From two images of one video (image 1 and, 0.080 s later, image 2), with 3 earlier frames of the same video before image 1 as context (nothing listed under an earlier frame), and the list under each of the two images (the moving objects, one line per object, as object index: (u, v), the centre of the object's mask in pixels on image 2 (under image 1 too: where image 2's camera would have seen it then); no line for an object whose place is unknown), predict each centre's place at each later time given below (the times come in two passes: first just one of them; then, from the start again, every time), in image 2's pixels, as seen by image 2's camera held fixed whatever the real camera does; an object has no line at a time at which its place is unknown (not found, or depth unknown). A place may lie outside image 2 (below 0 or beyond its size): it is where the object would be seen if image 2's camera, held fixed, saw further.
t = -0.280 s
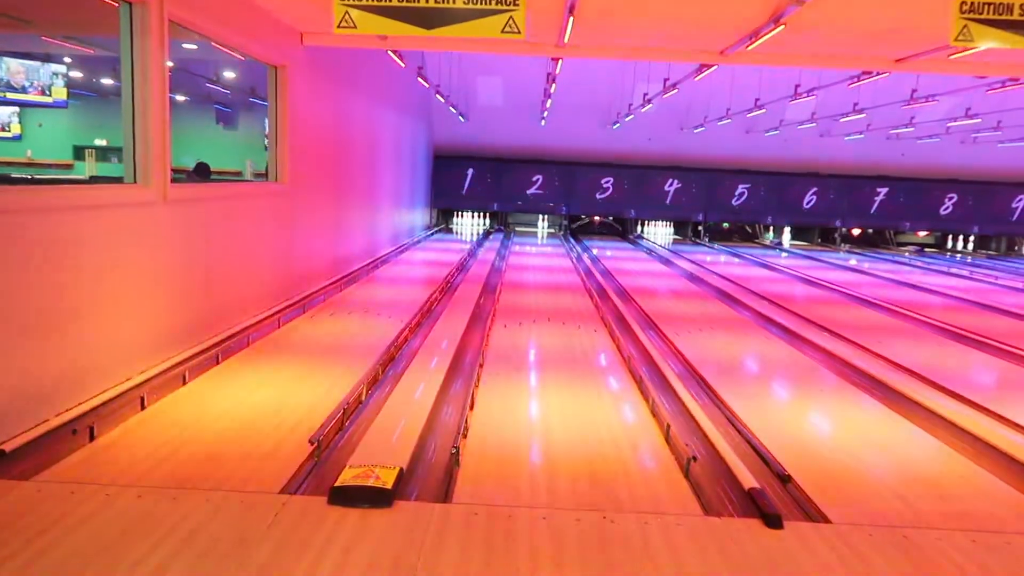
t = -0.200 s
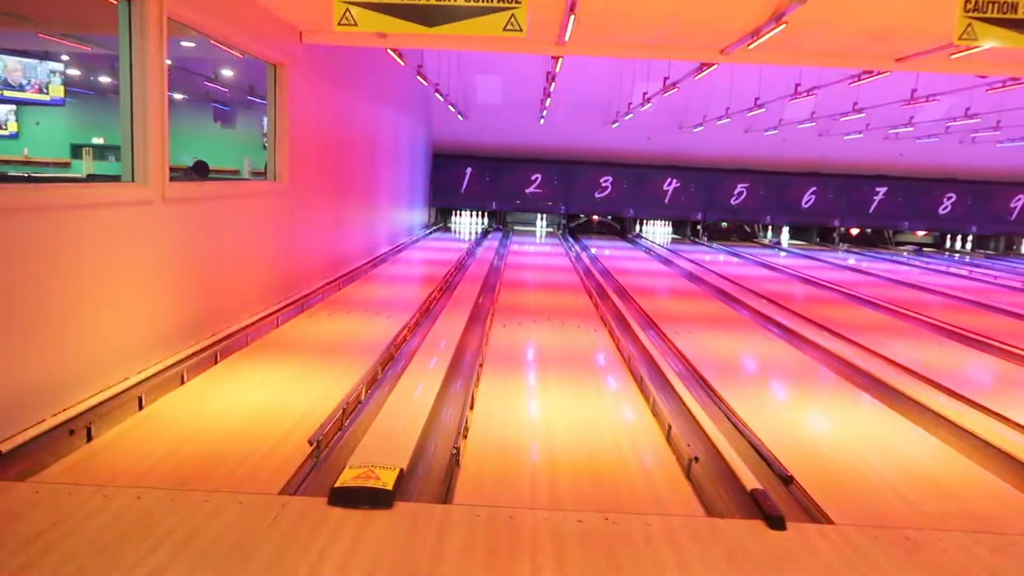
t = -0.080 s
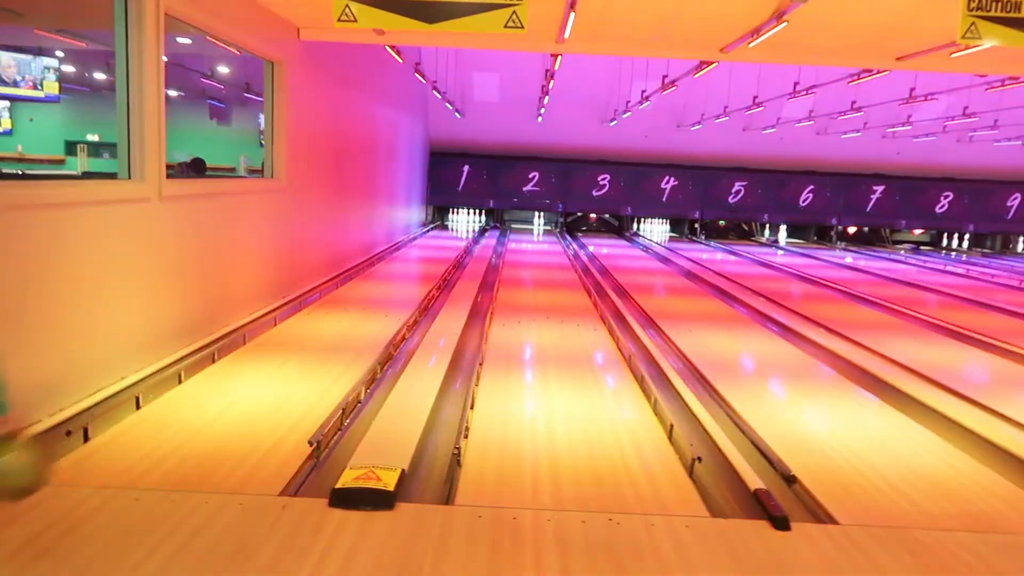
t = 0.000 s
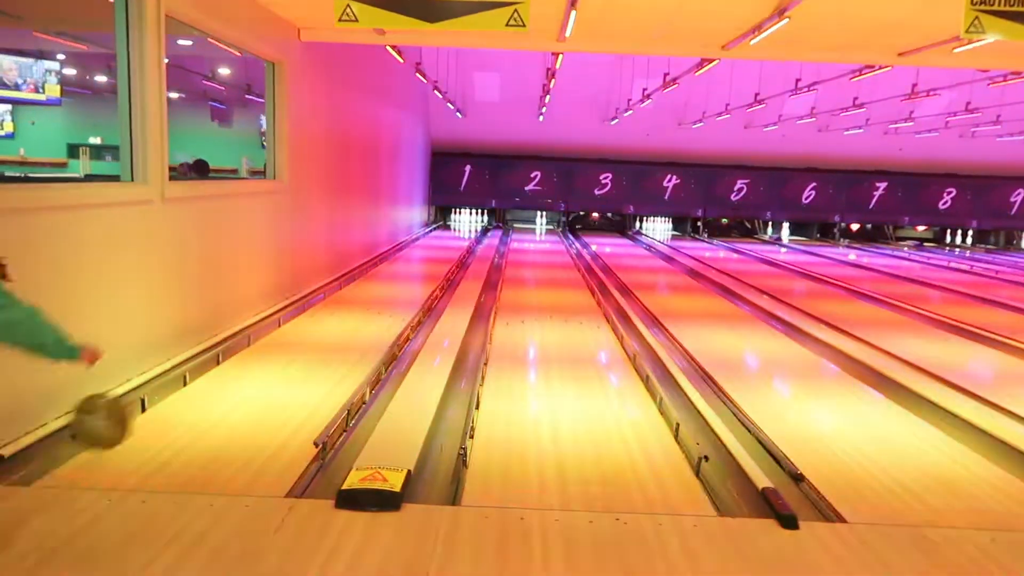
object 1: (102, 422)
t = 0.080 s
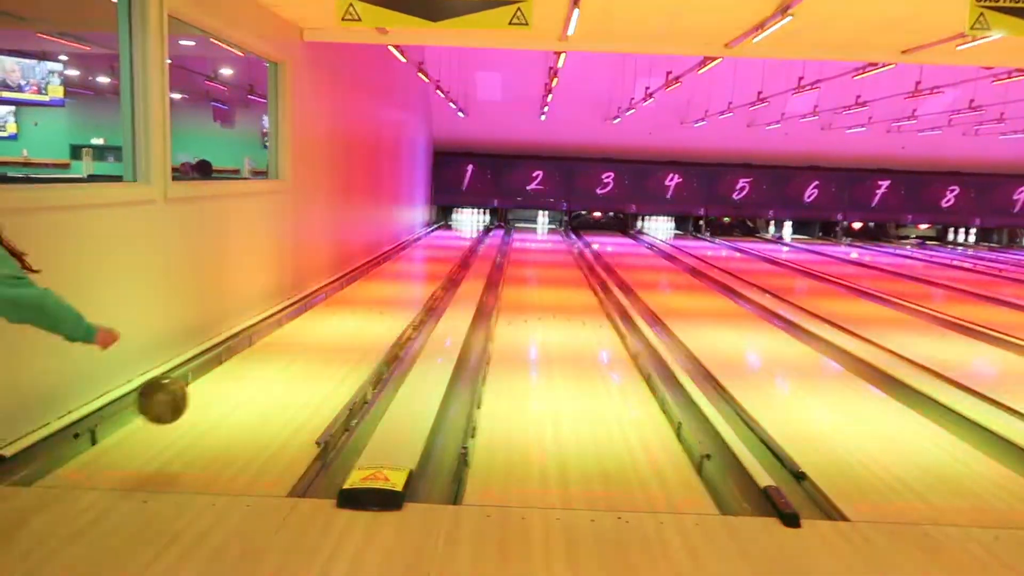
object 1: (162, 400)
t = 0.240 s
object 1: (236, 387)
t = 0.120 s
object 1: (185, 397)
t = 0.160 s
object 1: (205, 397)
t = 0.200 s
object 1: (222, 402)
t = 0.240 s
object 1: (236, 387)
